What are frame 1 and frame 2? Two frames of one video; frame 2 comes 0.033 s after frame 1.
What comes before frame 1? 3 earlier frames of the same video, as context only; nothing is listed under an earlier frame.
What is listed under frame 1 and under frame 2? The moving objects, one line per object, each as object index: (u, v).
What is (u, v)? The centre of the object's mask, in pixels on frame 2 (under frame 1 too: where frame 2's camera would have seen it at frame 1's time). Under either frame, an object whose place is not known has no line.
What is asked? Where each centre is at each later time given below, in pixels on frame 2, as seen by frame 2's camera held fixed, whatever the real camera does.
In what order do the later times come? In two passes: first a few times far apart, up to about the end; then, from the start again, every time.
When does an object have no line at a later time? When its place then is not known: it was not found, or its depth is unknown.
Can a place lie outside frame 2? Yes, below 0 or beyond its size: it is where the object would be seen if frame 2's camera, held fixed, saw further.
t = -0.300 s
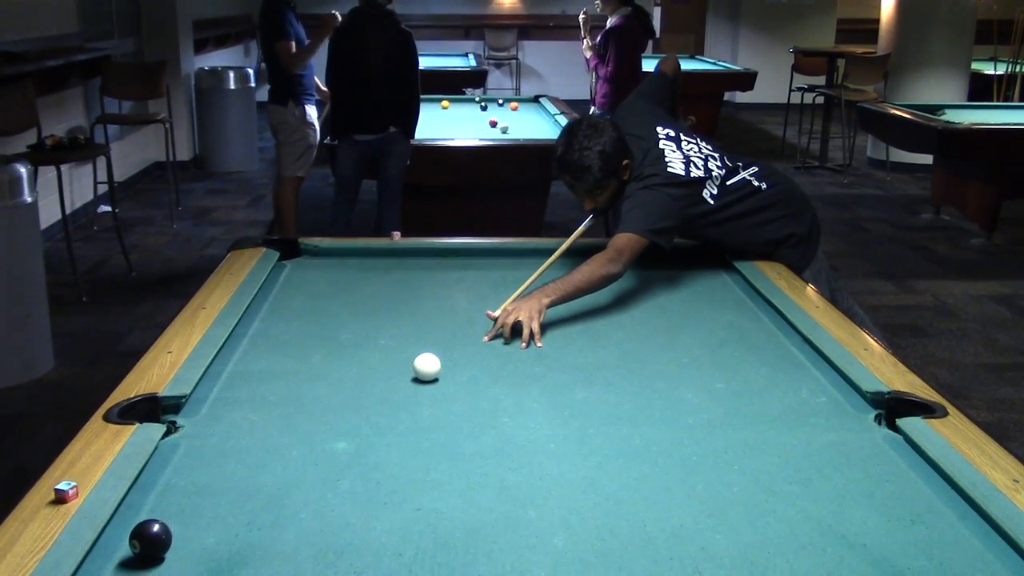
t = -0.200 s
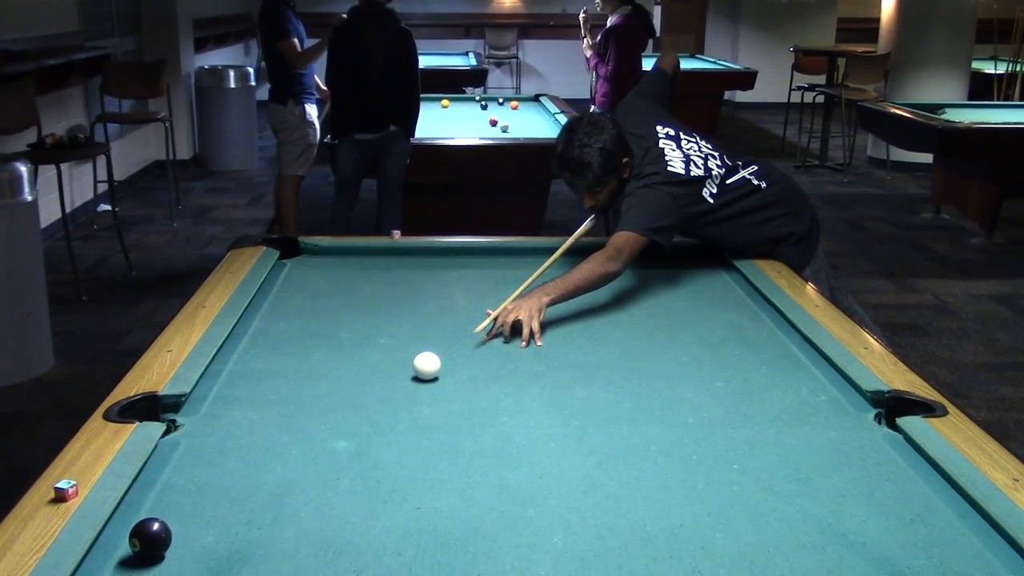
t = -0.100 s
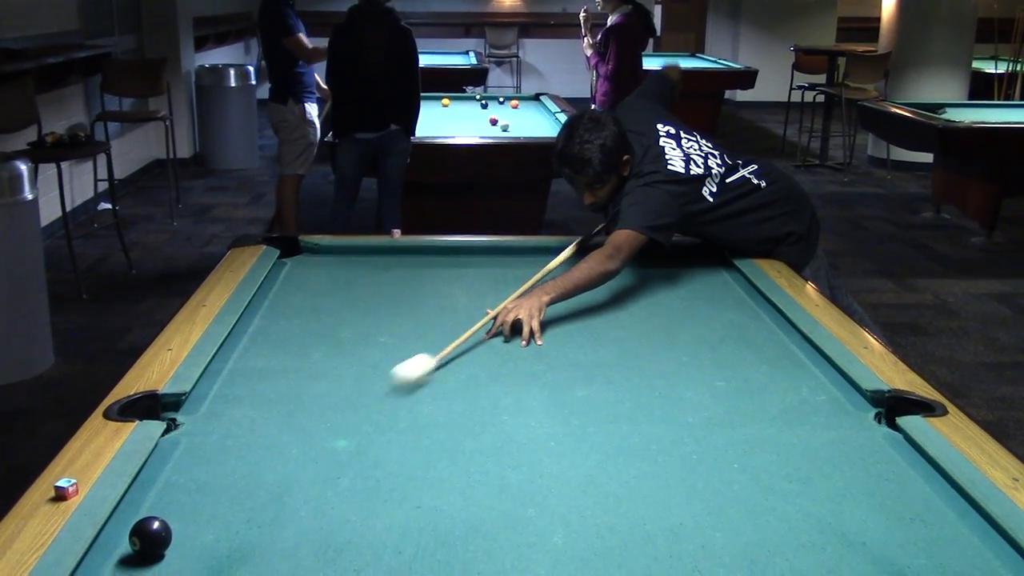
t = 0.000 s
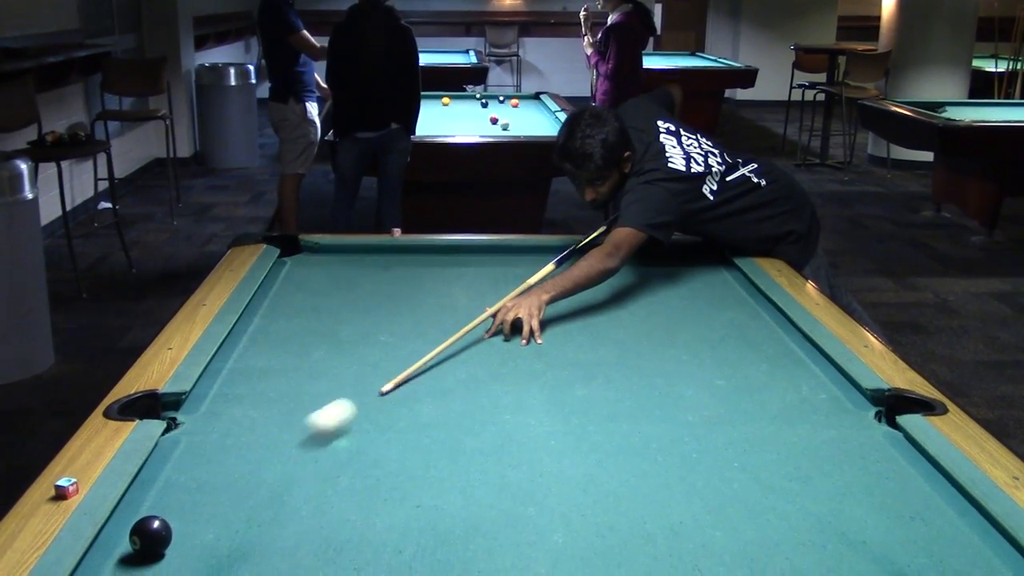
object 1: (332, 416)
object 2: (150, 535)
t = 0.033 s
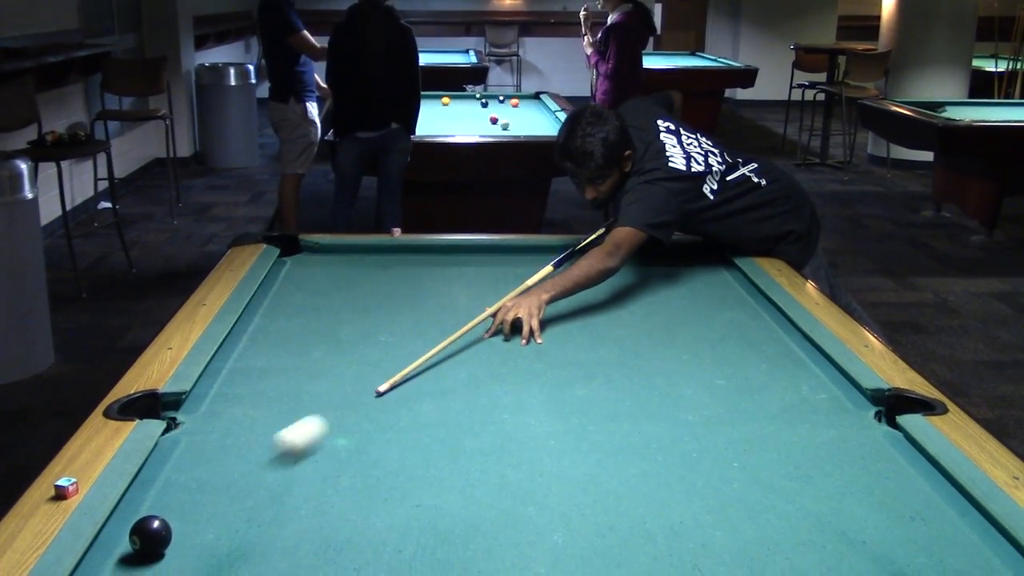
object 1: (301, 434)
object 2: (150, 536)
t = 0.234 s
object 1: (136, 514)
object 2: (115, 569)
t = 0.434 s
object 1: (171, 500)
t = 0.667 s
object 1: (219, 483)
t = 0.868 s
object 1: (254, 471)
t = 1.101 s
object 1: (292, 459)
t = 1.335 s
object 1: (324, 447)
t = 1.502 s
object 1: (345, 441)
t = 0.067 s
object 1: (271, 452)
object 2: (150, 535)
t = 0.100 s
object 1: (238, 471)
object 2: (150, 535)
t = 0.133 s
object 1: (205, 490)
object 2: (150, 536)
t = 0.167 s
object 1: (174, 507)
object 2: (149, 537)
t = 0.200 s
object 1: (152, 513)
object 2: (134, 555)
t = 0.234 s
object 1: (136, 514)
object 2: (115, 569)
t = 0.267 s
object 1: (133, 513)
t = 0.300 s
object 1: (141, 510)
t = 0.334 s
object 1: (149, 508)
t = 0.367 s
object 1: (156, 505)
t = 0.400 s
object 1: (164, 502)
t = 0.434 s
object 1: (171, 500)
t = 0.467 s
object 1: (179, 497)
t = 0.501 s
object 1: (185, 495)
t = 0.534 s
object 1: (192, 493)
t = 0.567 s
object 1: (199, 490)
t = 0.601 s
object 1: (205, 488)
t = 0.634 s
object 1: (212, 486)
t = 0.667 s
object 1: (219, 483)
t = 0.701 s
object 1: (225, 481)
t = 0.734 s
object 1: (231, 479)
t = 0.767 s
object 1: (237, 477)
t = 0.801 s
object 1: (243, 475)
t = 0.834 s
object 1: (249, 473)
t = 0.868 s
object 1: (254, 471)
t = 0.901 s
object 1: (260, 469)
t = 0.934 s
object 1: (265, 468)
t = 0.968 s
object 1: (271, 466)
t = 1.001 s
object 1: (276, 464)
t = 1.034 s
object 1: (281, 462)
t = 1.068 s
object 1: (286, 460)
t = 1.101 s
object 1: (292, 459)
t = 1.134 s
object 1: (297, 457)
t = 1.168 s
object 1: (301, 455)
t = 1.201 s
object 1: (306, 454)
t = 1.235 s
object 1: (311, 452)
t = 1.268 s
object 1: (315, 451)
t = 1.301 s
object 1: (320, 449)
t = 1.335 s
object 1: (324, 447)
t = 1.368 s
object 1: (328, 446)
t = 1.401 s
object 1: (333, 445)
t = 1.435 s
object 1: (337, 443)
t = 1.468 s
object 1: (341, 442)
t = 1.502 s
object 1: (345, 441)
